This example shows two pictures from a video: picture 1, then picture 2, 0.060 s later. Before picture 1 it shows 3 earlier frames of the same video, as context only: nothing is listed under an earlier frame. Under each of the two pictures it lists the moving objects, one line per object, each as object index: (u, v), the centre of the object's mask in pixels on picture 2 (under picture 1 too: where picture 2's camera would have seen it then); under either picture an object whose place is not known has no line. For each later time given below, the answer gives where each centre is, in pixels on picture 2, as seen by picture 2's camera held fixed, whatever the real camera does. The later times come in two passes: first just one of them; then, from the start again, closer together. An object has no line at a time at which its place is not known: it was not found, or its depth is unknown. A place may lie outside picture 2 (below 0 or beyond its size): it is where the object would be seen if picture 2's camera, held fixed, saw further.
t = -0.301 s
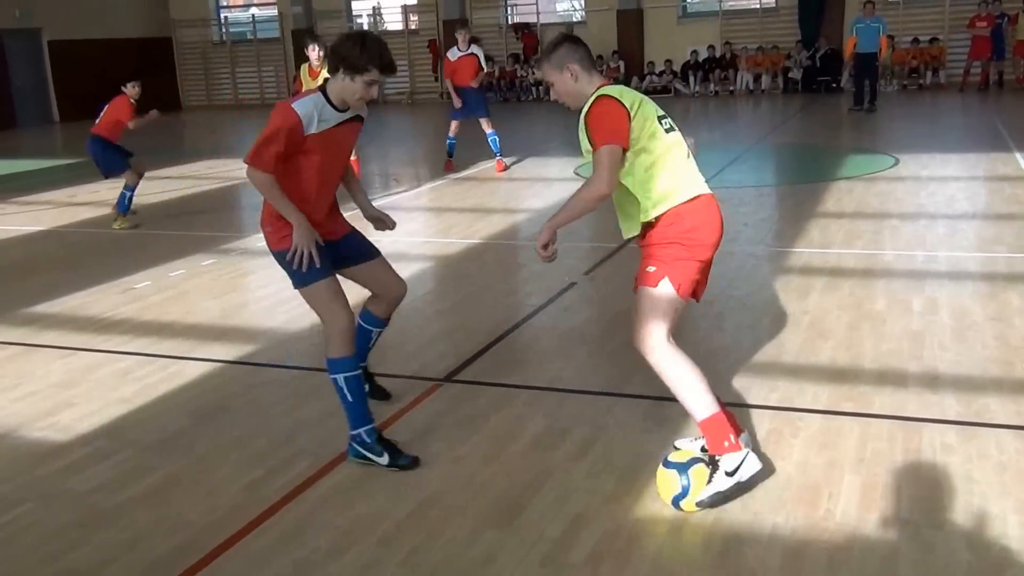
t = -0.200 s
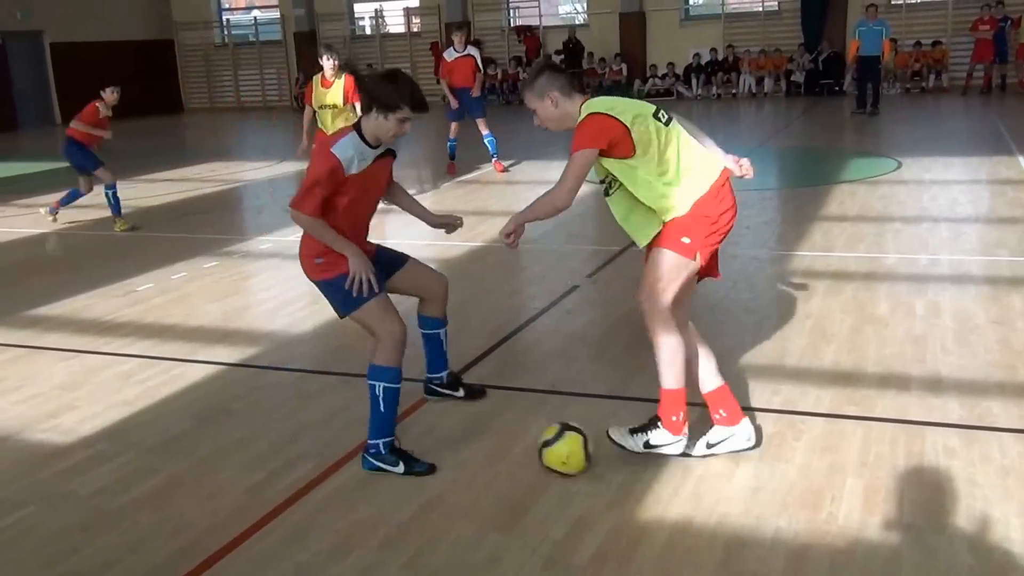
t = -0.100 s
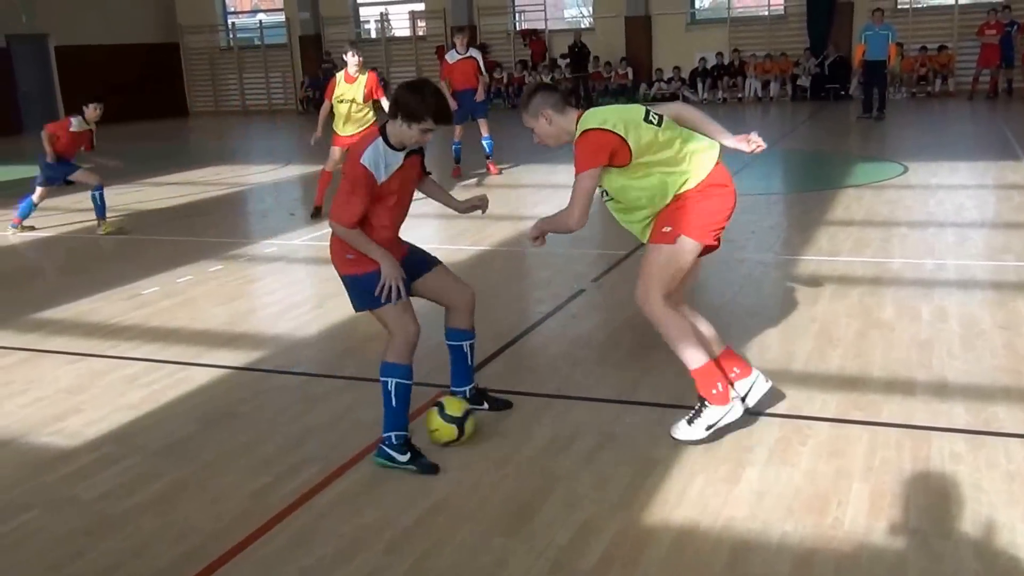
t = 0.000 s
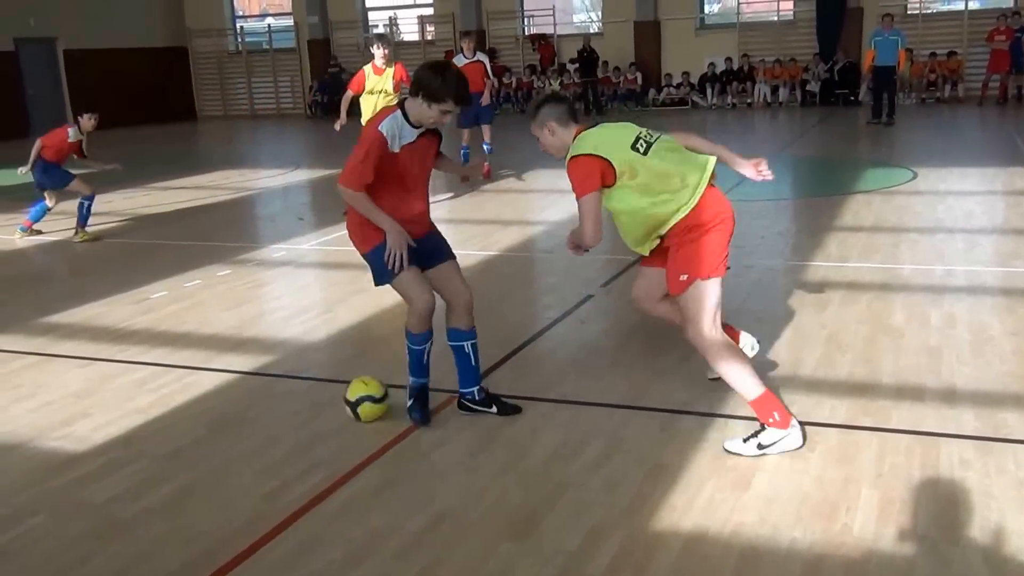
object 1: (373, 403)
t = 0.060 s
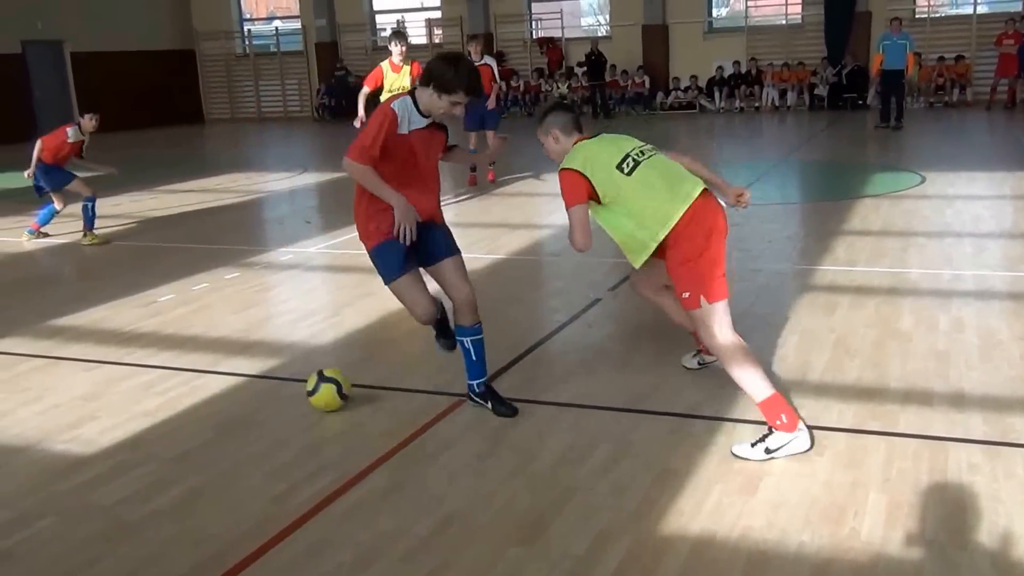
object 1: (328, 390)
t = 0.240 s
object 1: (225, 359)
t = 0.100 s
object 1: (301, 381)
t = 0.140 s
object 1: (276, 375)
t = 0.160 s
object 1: (266, 371)
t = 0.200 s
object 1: (245, 365)
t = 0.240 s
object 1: (225, 359)
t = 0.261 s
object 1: (217, 356)
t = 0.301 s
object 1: (199, 351)
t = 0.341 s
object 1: (184, 346)
